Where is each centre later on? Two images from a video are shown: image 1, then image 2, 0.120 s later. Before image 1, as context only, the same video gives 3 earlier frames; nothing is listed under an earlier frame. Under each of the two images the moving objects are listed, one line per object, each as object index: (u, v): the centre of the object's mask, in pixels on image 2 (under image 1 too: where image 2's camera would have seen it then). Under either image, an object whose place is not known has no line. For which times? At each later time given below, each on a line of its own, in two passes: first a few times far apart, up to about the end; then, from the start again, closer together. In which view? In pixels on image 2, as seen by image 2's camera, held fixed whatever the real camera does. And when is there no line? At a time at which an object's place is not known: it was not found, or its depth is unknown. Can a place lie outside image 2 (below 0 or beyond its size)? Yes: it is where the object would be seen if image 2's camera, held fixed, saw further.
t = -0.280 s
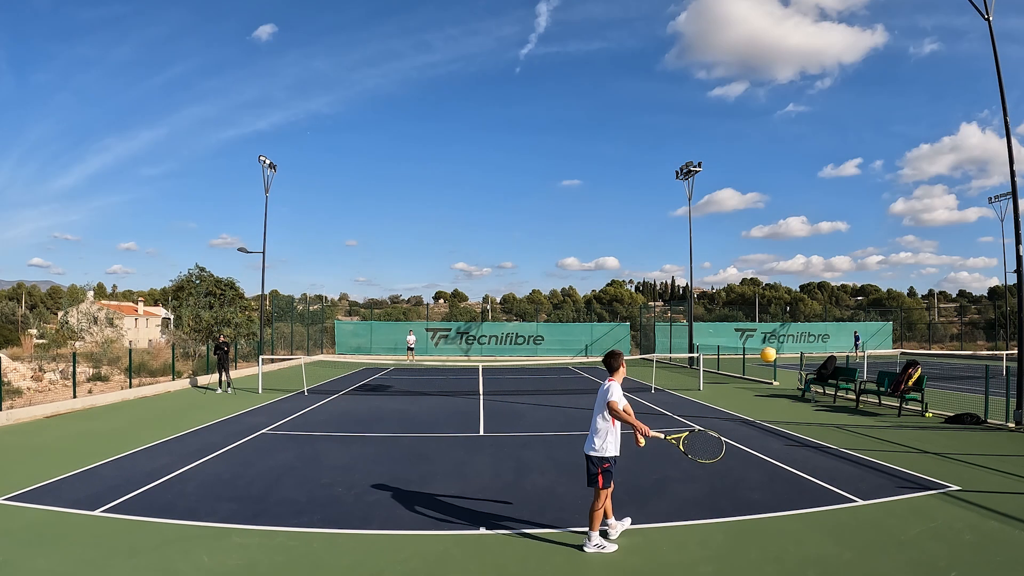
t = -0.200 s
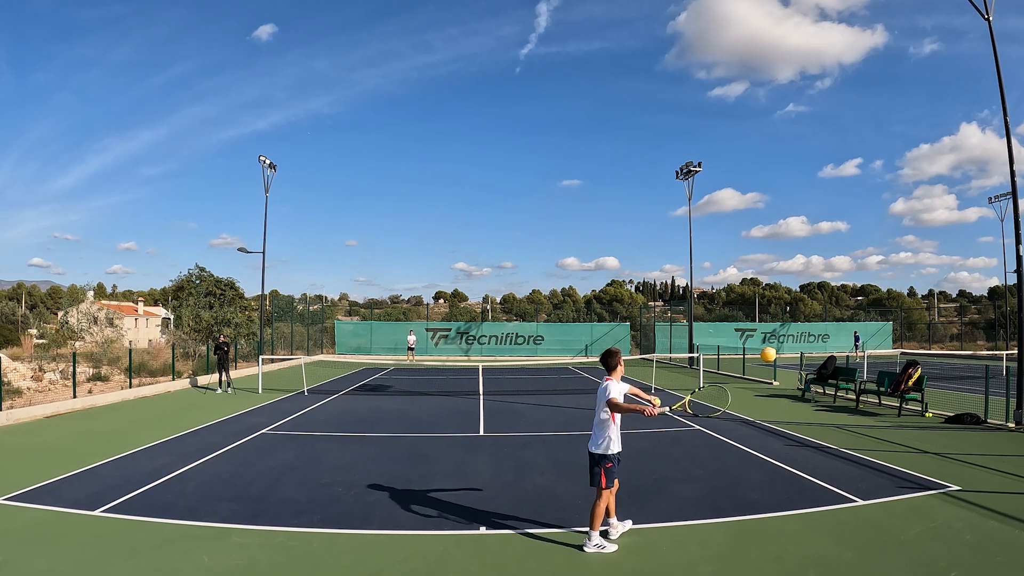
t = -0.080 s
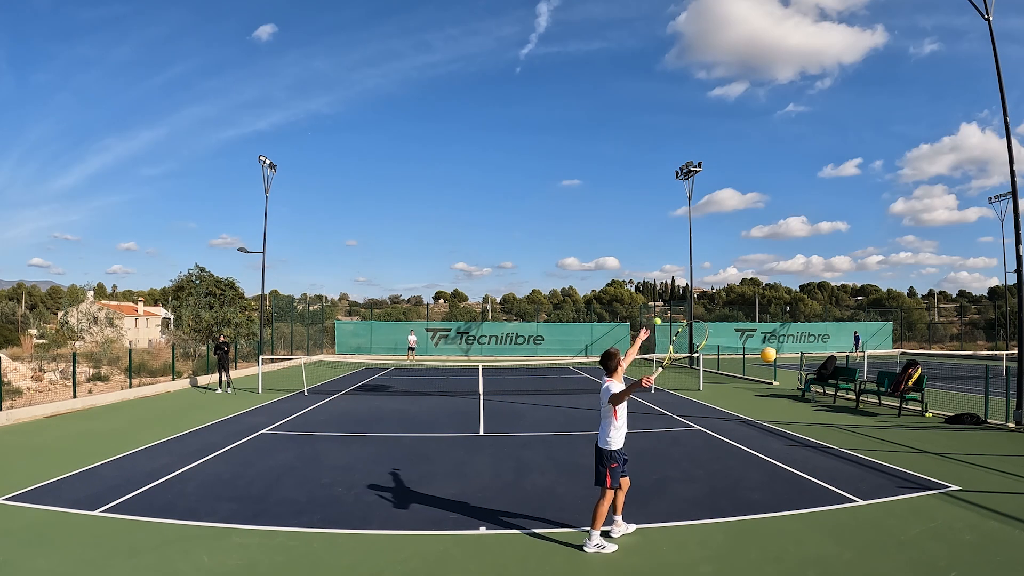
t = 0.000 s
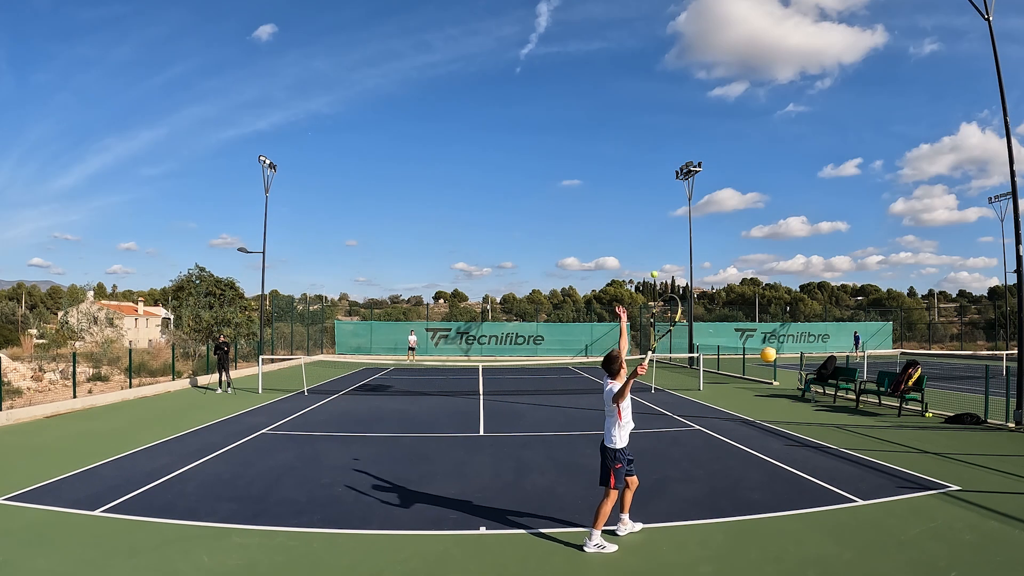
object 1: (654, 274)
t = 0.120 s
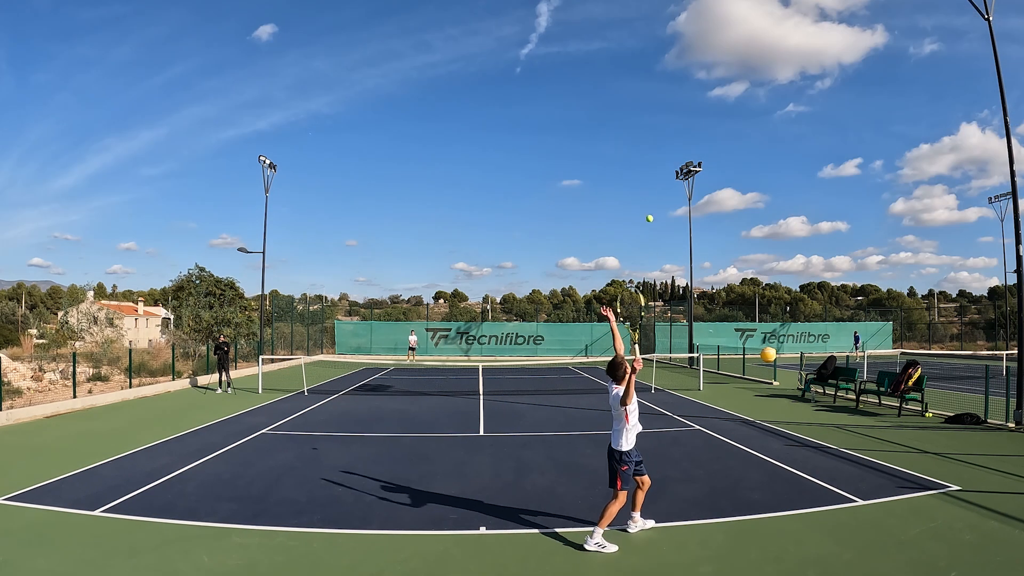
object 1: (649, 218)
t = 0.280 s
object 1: (644, 170)
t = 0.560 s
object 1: (635, 148)
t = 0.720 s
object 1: (631, 165)
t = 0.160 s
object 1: (648, 204)
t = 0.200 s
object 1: (650, 190)
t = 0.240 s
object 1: (646, 179)
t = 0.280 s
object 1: (644, 170)
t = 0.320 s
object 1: (643, 162)
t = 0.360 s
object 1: (641, 156)
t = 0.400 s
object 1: (640, 152)
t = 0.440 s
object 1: (638, 149)
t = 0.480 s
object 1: (637, 147)
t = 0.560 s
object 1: (635, 148)
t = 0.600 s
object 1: (634, 150)
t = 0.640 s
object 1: (633, 153)
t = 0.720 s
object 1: (631, 165)
